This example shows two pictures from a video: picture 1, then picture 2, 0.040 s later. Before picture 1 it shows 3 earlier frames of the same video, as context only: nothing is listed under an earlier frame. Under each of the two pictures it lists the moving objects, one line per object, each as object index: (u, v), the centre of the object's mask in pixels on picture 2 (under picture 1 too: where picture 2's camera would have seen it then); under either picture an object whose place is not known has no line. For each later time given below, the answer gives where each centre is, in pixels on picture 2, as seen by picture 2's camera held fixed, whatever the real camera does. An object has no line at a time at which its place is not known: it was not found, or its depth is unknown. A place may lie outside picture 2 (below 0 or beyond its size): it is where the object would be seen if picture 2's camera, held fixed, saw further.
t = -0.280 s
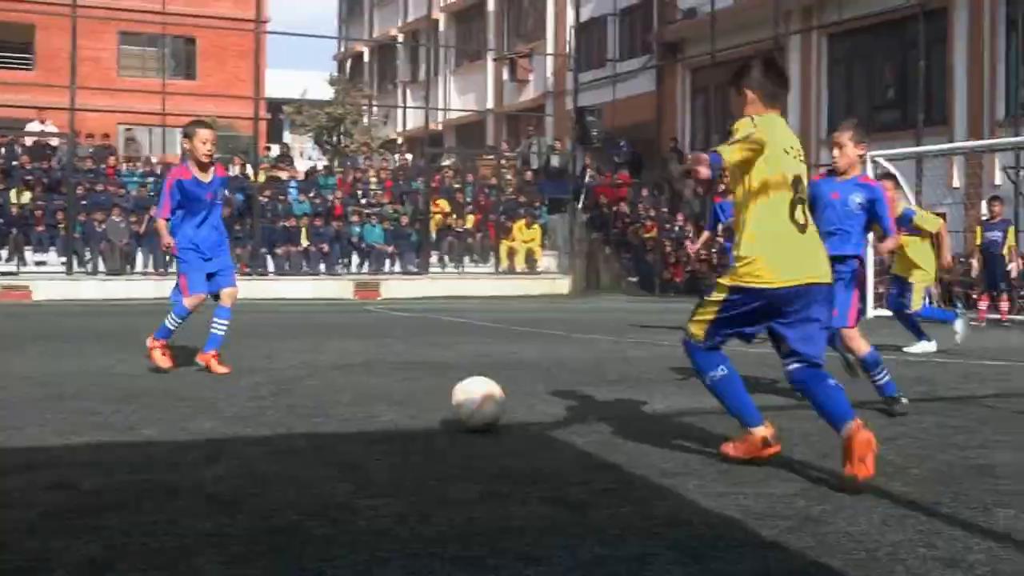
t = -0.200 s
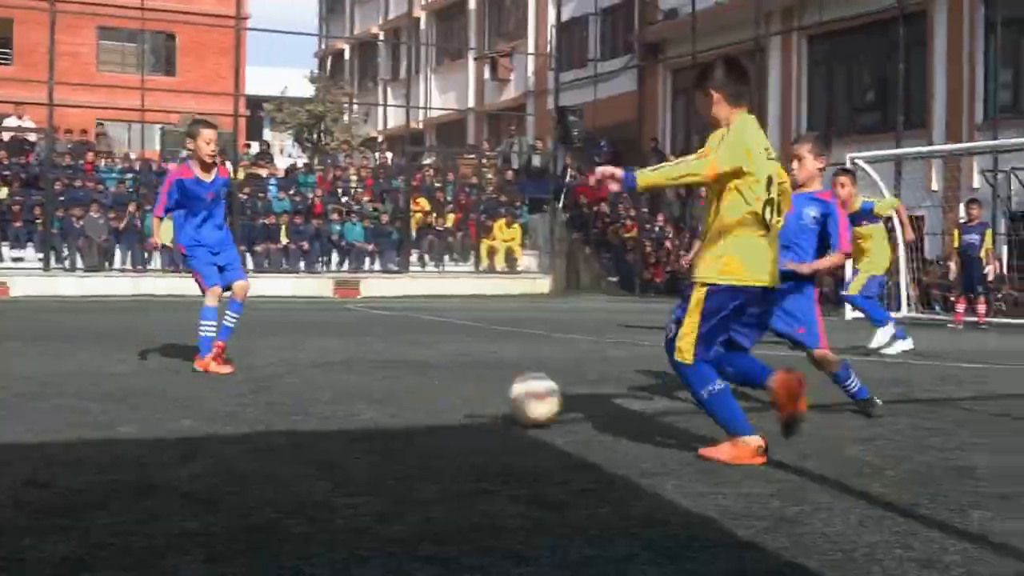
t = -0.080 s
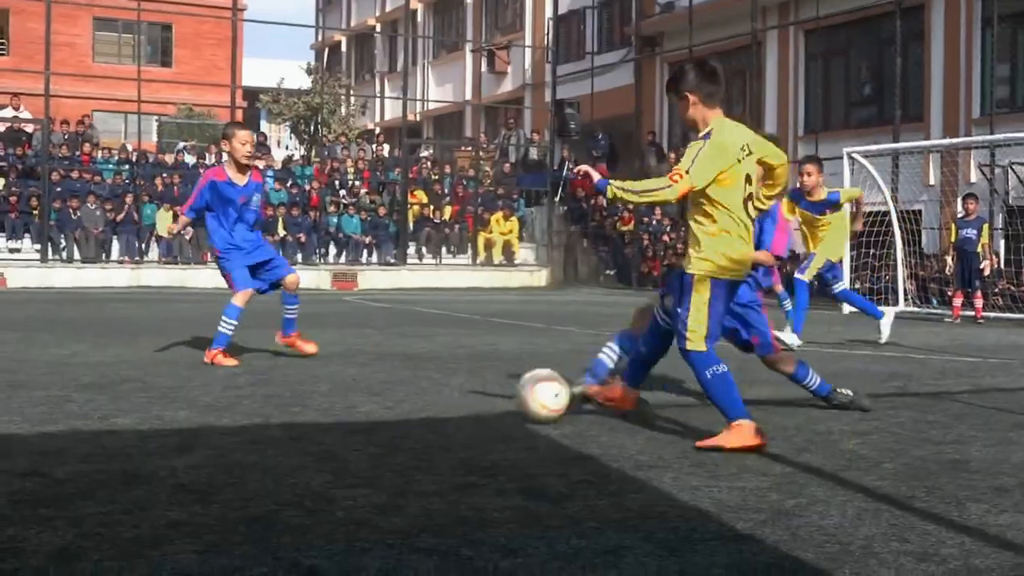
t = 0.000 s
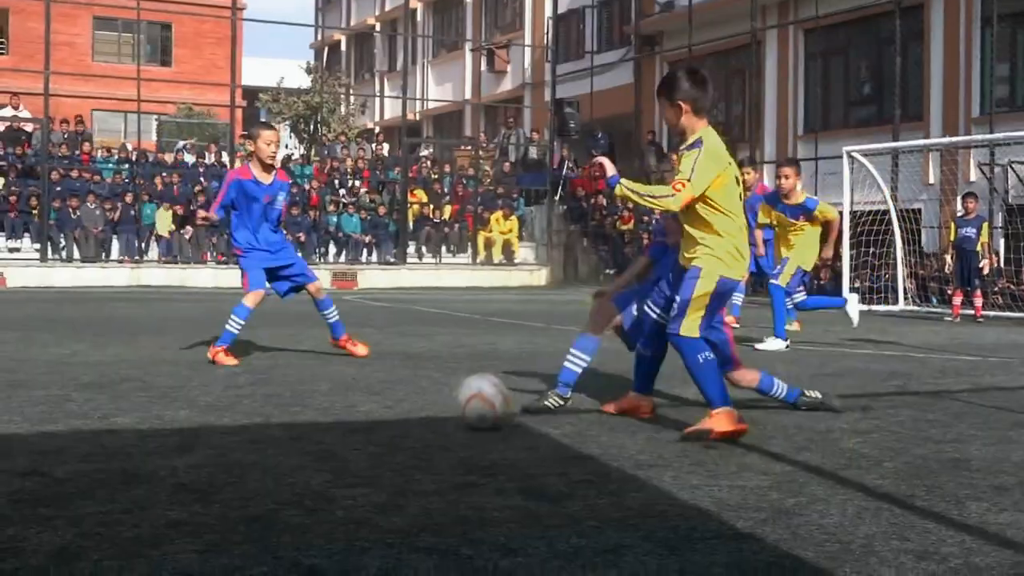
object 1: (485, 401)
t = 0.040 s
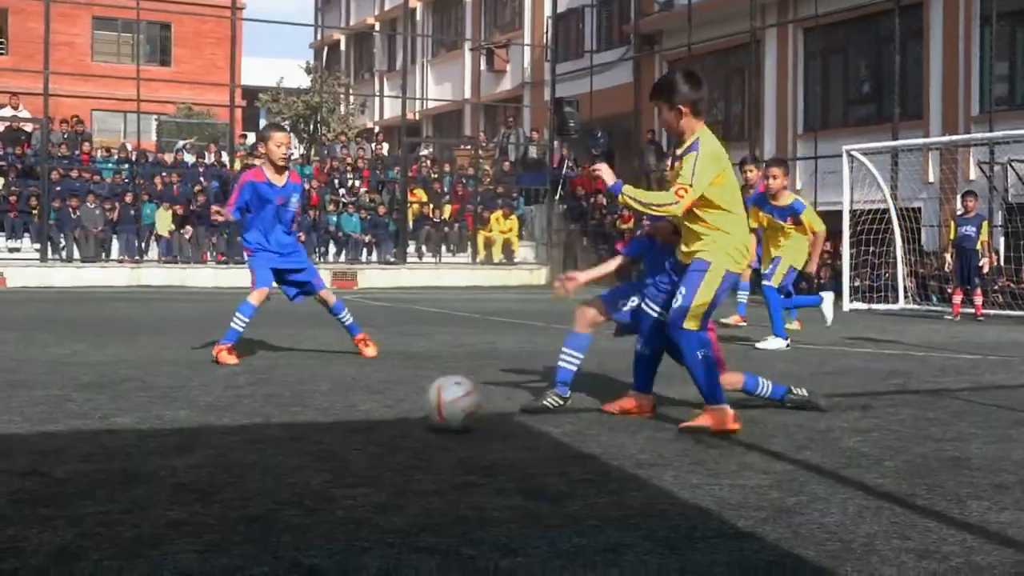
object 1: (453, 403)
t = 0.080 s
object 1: (424, 406)
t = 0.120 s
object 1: (396, 409)
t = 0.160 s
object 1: (364, 411)
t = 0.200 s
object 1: (332, 415)
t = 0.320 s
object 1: (232, 426)
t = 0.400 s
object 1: (155, 434)
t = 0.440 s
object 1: (116, 437)
